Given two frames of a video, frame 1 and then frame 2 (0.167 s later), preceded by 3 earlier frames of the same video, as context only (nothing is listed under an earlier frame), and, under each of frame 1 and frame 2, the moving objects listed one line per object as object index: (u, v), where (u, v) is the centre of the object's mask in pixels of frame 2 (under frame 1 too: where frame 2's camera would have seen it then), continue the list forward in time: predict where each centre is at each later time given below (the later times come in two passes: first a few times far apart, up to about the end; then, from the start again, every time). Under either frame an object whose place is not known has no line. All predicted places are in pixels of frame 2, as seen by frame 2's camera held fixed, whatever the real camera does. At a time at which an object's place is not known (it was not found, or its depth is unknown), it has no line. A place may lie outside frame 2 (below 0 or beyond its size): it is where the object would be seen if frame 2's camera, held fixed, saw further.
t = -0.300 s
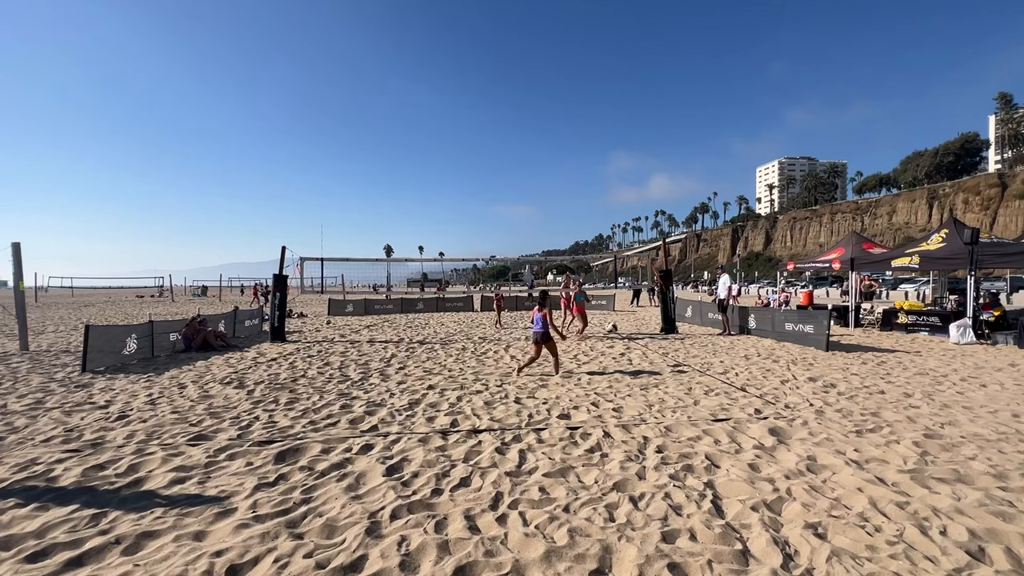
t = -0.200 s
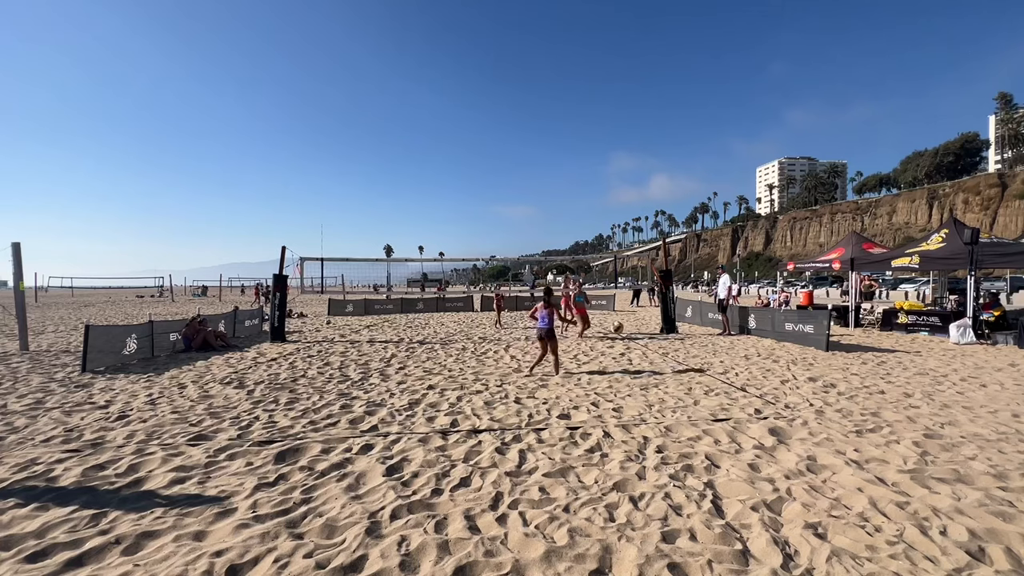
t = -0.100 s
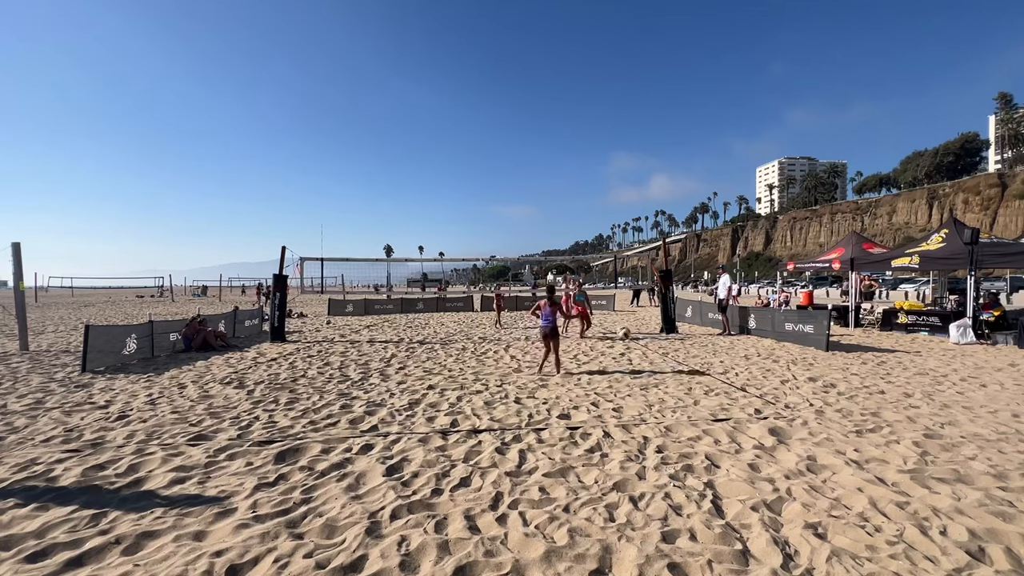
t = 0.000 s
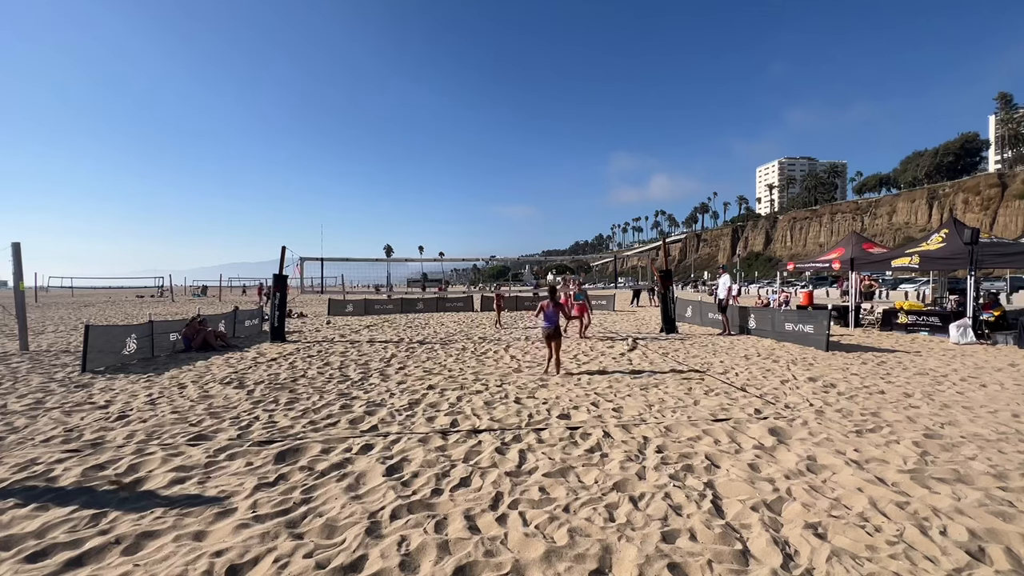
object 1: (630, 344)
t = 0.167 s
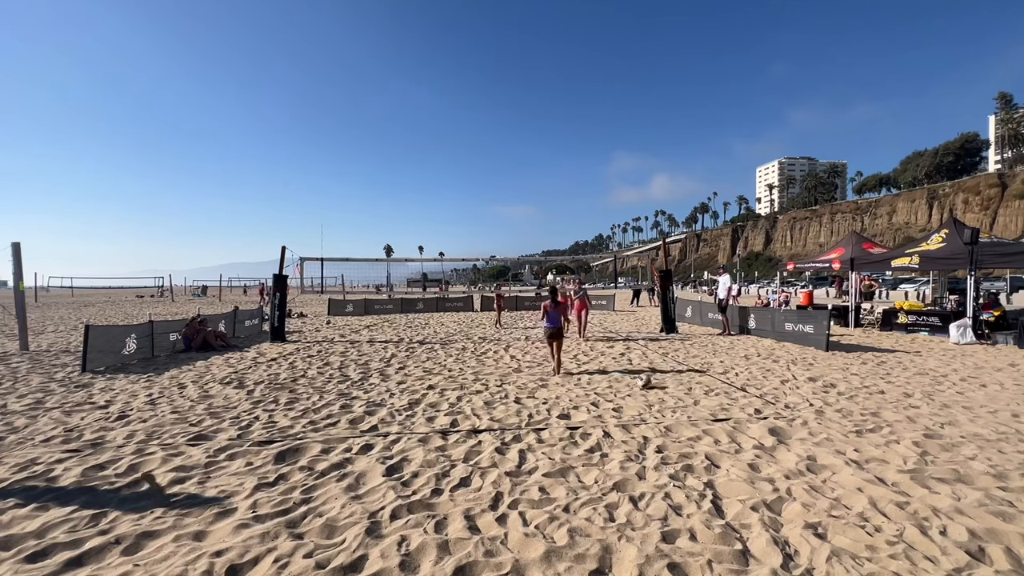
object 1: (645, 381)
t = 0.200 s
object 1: (648, 379)
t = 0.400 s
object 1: (675, 381)
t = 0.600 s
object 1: (710, 399)
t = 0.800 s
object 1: (752, 416)
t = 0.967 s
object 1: (785, 427)
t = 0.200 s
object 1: (648, 379)
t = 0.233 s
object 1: (651, 379)
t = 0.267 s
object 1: (657, 377)
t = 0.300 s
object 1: (661, 377)
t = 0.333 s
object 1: (666, 377)
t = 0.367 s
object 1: (671, 379)
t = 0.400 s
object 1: (675, 381)
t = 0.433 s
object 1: (681, 385)
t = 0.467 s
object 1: (687, 389)
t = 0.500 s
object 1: (692, 395)
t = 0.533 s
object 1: (699, 400)
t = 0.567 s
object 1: (704, 401)
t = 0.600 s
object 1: (710, 399)
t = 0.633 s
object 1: (717, 400)
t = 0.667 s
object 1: (723, 401)
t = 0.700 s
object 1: (730, 403)
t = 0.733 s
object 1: (737, 406)
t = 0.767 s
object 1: (745, 411)
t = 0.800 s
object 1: (752, 416)
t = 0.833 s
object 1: (758, 417)
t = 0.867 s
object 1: (765, 418)
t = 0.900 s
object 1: (771, 421)
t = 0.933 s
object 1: (778, 424)
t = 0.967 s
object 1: (785, 427)
